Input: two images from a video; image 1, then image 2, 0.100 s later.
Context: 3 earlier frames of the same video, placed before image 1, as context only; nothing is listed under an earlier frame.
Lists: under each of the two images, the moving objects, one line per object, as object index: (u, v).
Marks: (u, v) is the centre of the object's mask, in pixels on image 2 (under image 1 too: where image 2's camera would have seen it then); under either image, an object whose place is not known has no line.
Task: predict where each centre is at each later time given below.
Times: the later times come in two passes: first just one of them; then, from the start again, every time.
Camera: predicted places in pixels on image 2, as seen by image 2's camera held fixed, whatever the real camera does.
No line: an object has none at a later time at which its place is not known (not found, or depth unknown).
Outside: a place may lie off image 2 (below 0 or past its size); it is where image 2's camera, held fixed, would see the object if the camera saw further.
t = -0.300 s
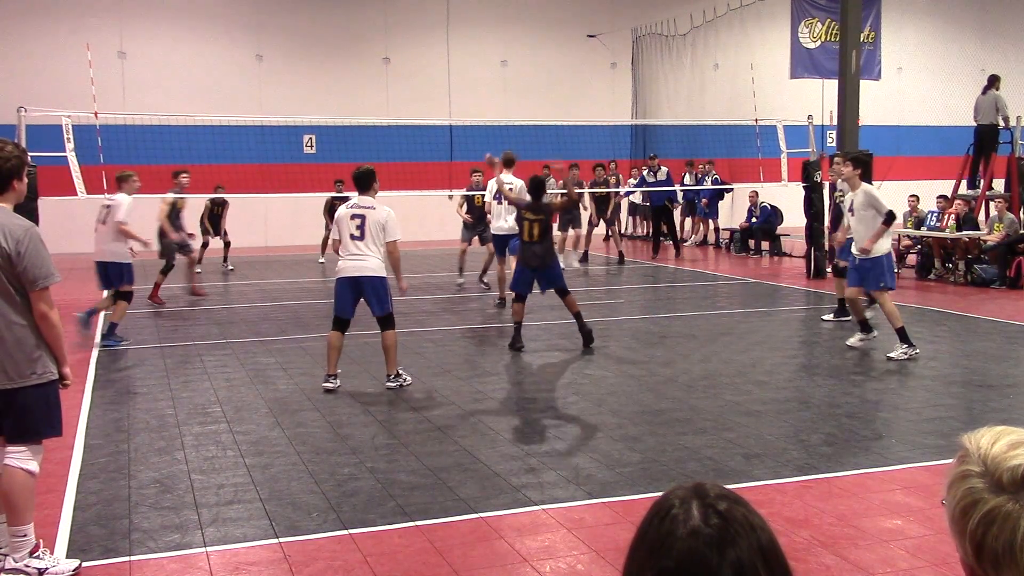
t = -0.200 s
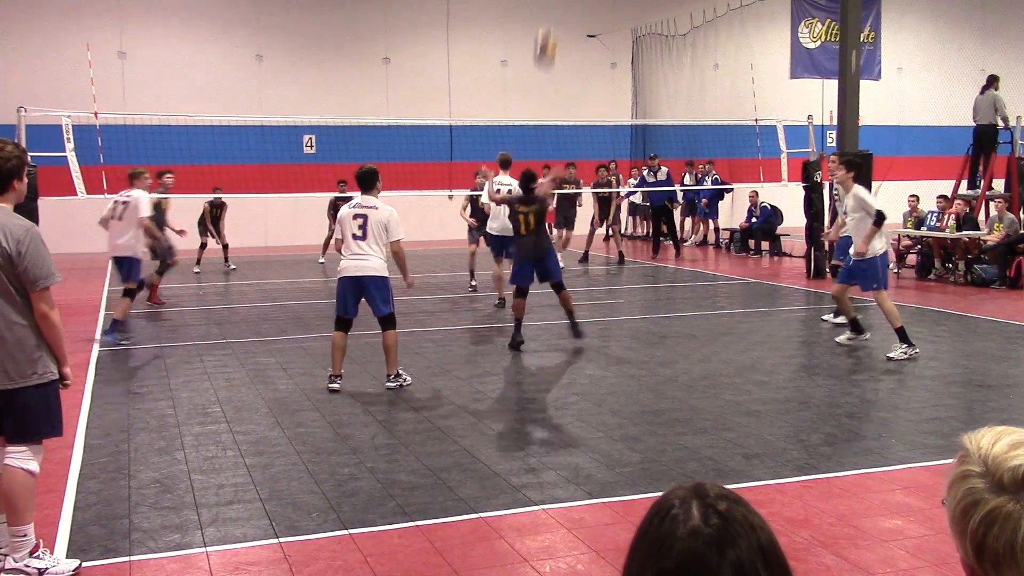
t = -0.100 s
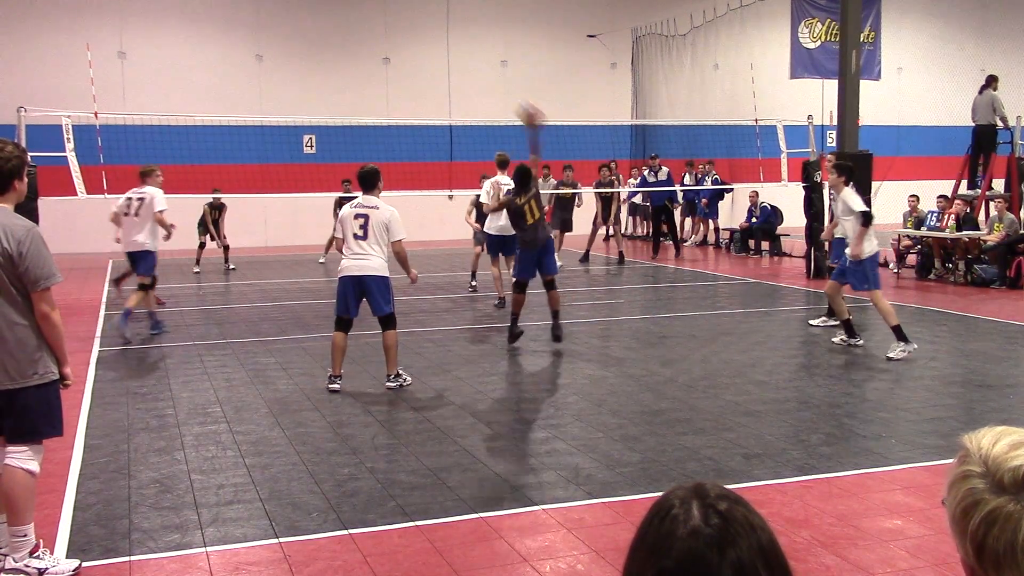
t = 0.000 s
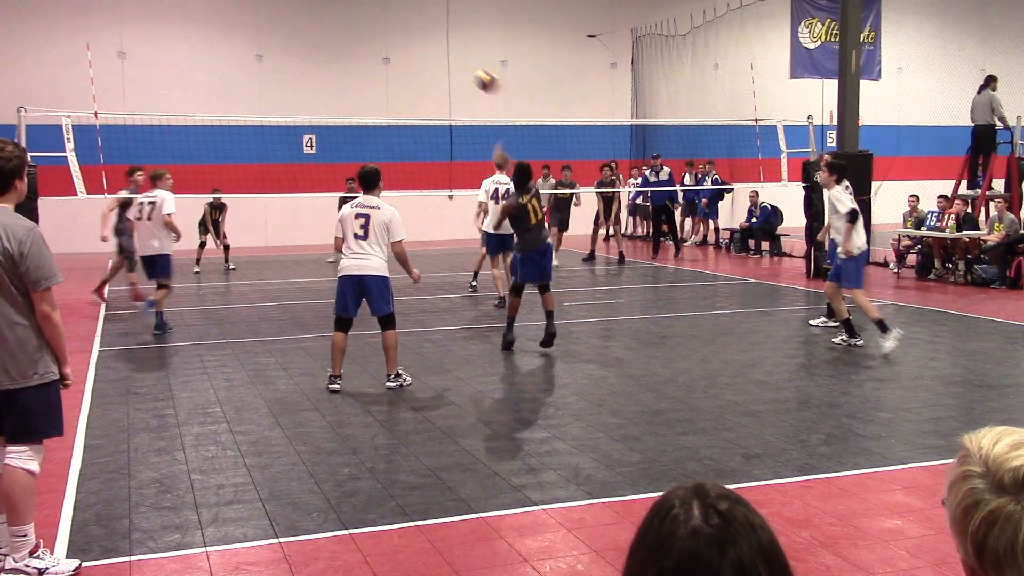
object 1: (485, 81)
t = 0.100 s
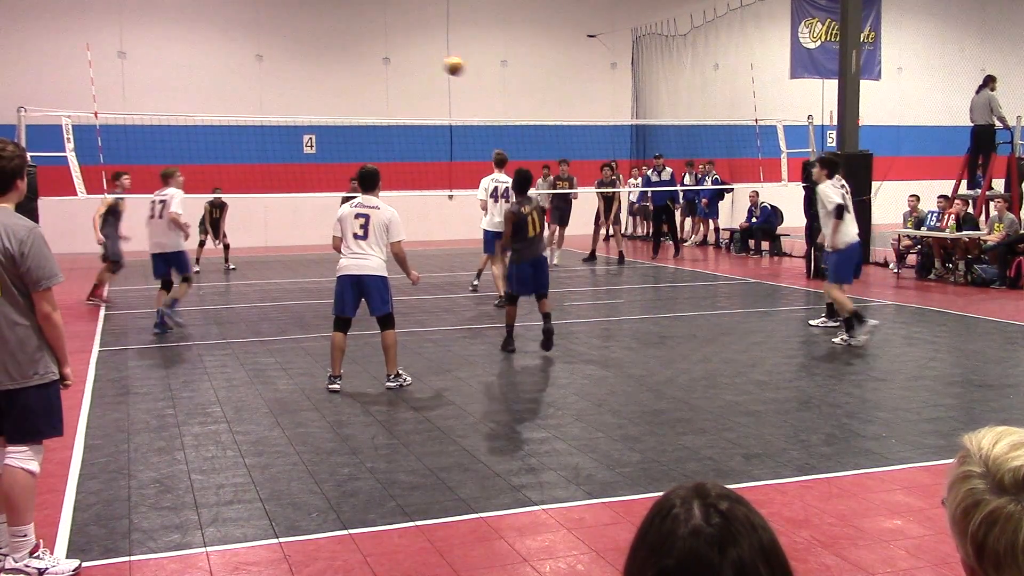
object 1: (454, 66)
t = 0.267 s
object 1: (414, 68)
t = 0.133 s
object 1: (444, 64)
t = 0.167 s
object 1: (436, 64)
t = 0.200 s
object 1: (428, 64)
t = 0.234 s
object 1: (420, 65)
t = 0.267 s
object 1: (414, 68)
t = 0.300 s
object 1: (408, 71)
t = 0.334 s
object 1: (402, 75)
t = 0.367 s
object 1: (396, 79)
